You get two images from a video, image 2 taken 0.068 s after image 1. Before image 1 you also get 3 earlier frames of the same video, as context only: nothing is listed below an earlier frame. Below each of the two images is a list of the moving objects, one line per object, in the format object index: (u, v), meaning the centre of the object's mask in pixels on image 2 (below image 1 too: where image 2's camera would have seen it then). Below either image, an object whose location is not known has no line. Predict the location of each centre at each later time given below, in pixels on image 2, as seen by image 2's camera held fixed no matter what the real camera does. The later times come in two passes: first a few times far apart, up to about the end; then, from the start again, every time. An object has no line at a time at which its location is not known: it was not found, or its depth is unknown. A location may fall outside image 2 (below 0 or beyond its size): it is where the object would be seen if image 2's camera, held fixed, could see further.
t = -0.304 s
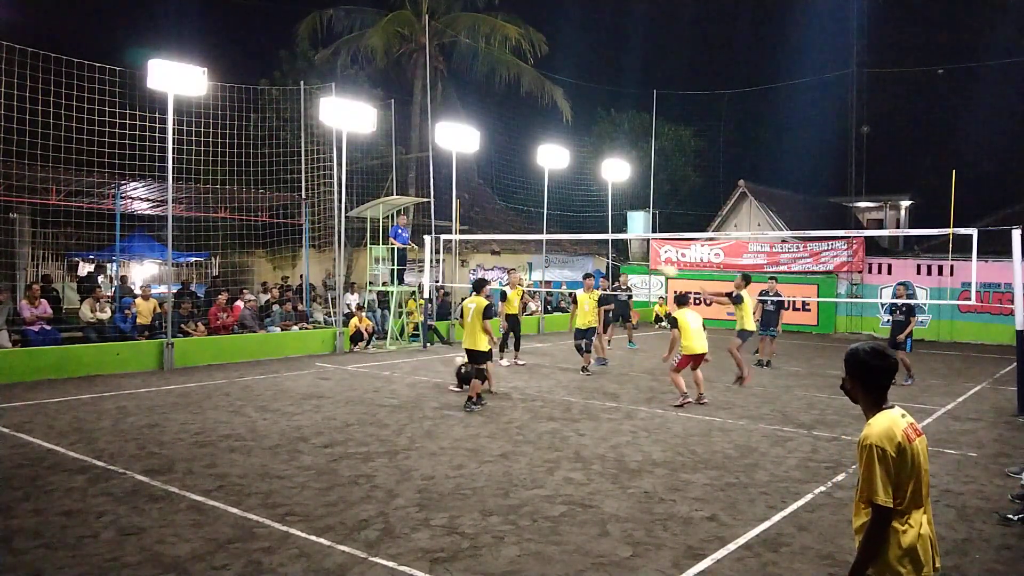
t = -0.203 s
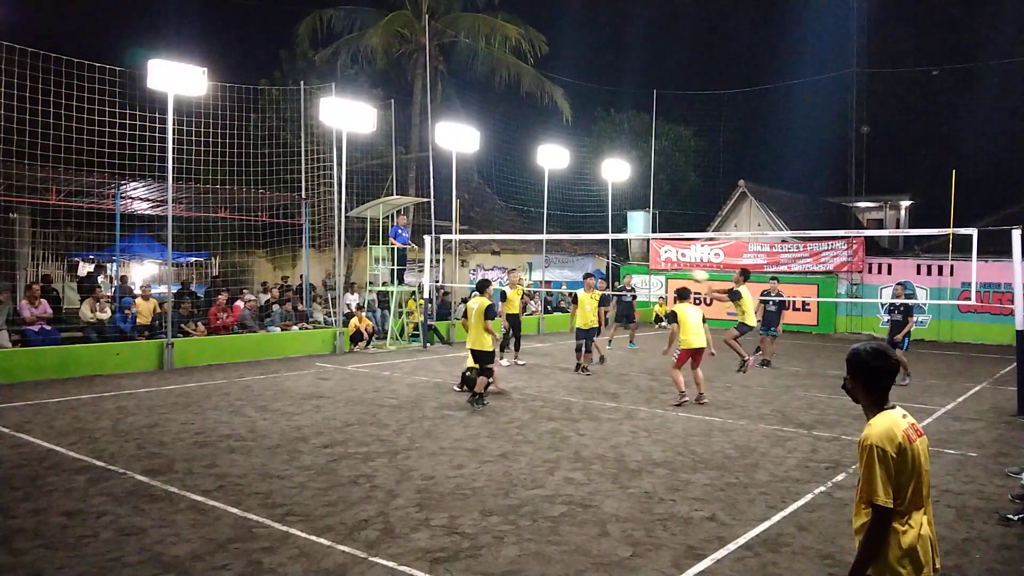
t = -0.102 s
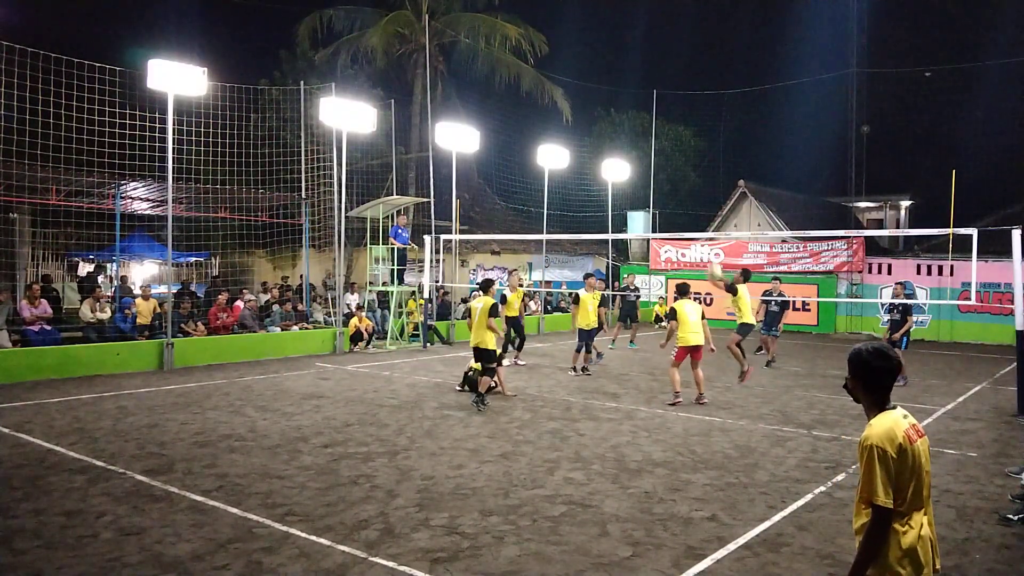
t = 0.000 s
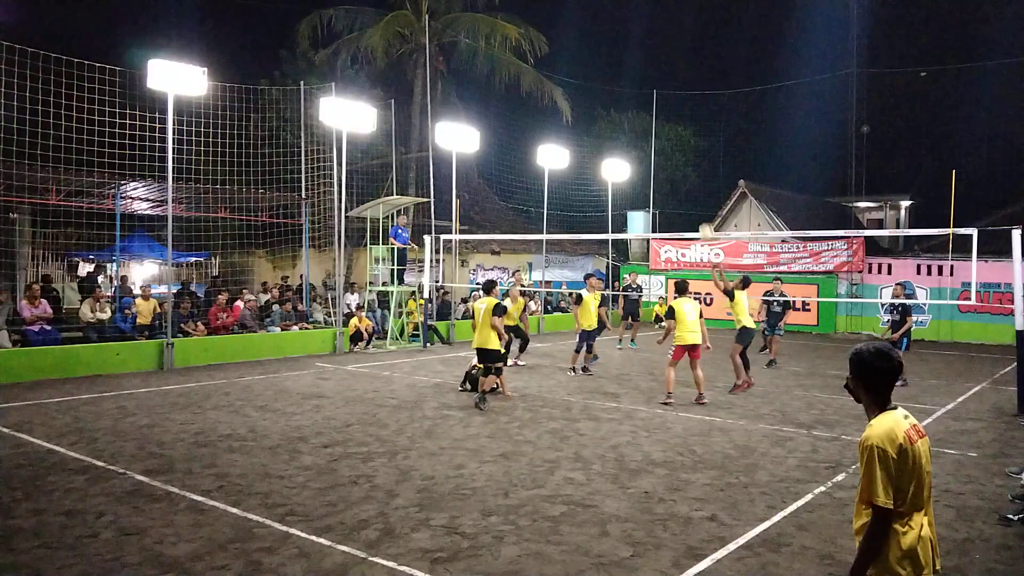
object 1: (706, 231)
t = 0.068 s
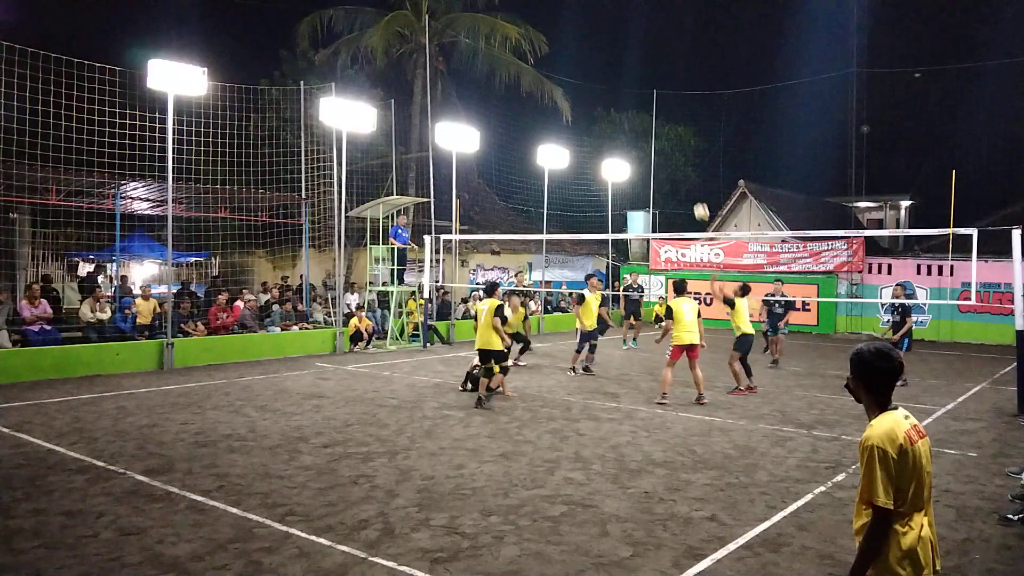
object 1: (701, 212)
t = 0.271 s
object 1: (687, 169)
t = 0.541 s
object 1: (666, 154)
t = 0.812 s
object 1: (647, 181)
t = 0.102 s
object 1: (699, 202)
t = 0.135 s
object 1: (697, 194)
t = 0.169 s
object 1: (694, 187)
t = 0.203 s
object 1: (692, 179)
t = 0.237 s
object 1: (689, 174)
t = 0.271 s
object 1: (687, 169)
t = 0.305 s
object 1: (684, 164)
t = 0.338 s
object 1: (682, 161)
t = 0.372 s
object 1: (679, 158)
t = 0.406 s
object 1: (676, 156)
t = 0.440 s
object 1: (674, 155)
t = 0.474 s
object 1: (671, 154)
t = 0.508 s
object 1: (669, 154)
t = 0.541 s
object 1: (666, 154)
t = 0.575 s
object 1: (664, 155)
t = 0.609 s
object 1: (662, 157)
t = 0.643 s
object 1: (659, 159)
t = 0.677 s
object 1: (657, 163)
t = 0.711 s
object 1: (654, 166)
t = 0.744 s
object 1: (652, 171)
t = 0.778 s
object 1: (649, 175)
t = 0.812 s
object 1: (647, 181)
